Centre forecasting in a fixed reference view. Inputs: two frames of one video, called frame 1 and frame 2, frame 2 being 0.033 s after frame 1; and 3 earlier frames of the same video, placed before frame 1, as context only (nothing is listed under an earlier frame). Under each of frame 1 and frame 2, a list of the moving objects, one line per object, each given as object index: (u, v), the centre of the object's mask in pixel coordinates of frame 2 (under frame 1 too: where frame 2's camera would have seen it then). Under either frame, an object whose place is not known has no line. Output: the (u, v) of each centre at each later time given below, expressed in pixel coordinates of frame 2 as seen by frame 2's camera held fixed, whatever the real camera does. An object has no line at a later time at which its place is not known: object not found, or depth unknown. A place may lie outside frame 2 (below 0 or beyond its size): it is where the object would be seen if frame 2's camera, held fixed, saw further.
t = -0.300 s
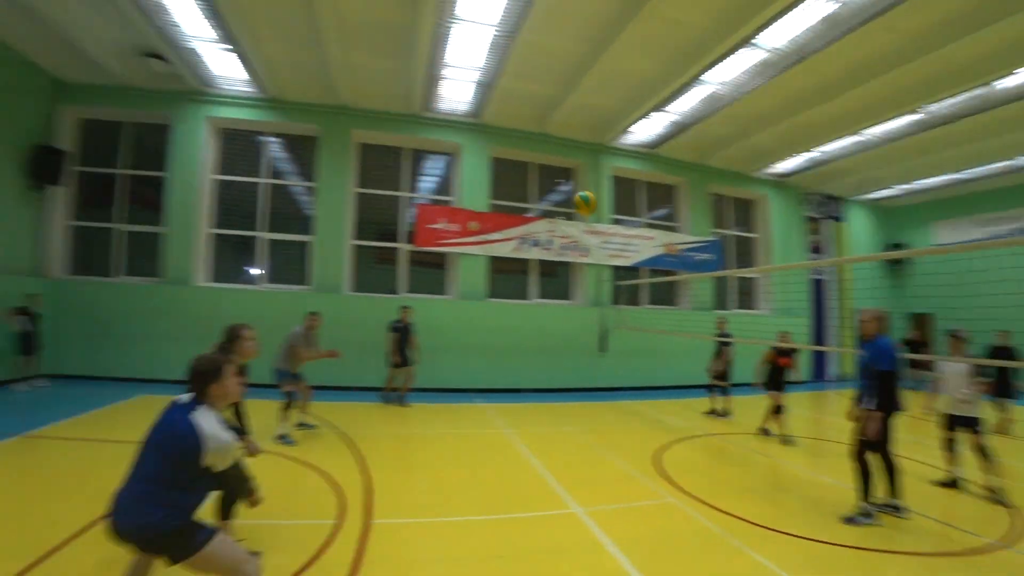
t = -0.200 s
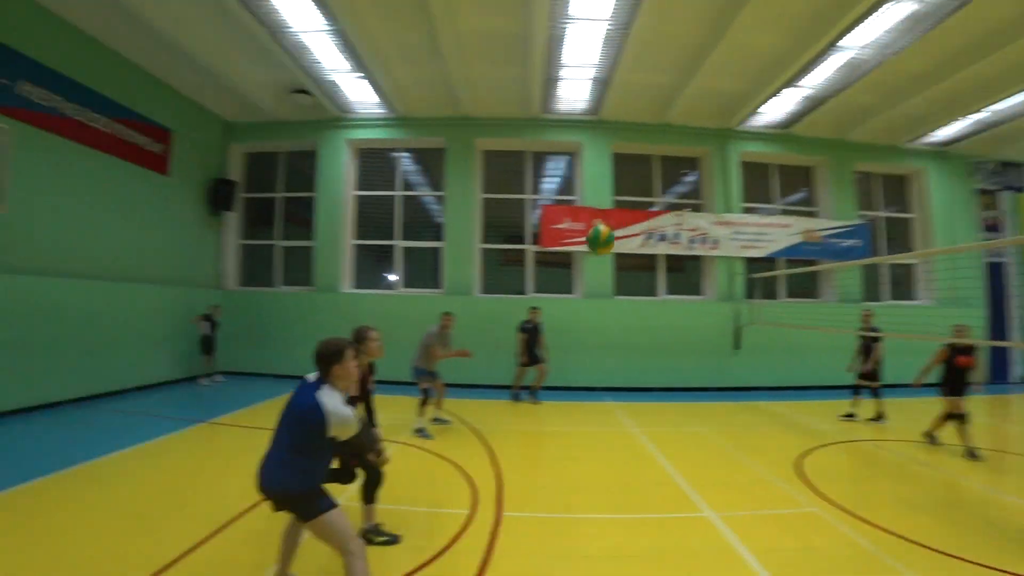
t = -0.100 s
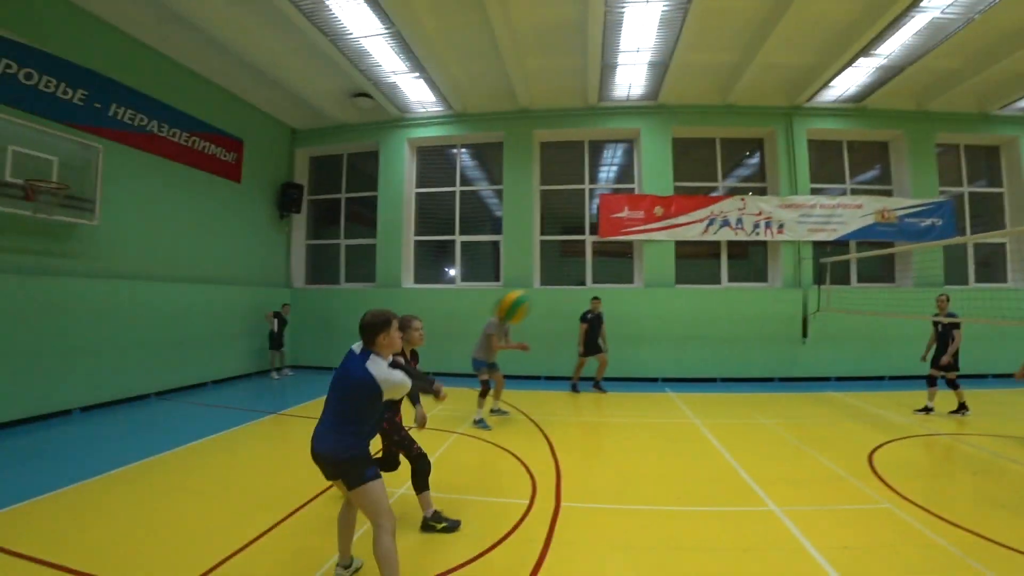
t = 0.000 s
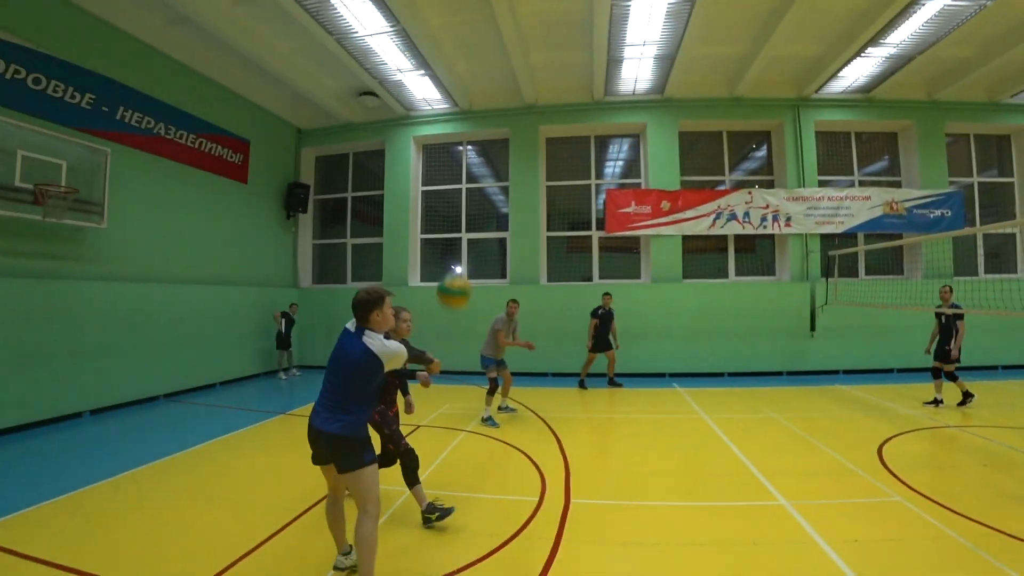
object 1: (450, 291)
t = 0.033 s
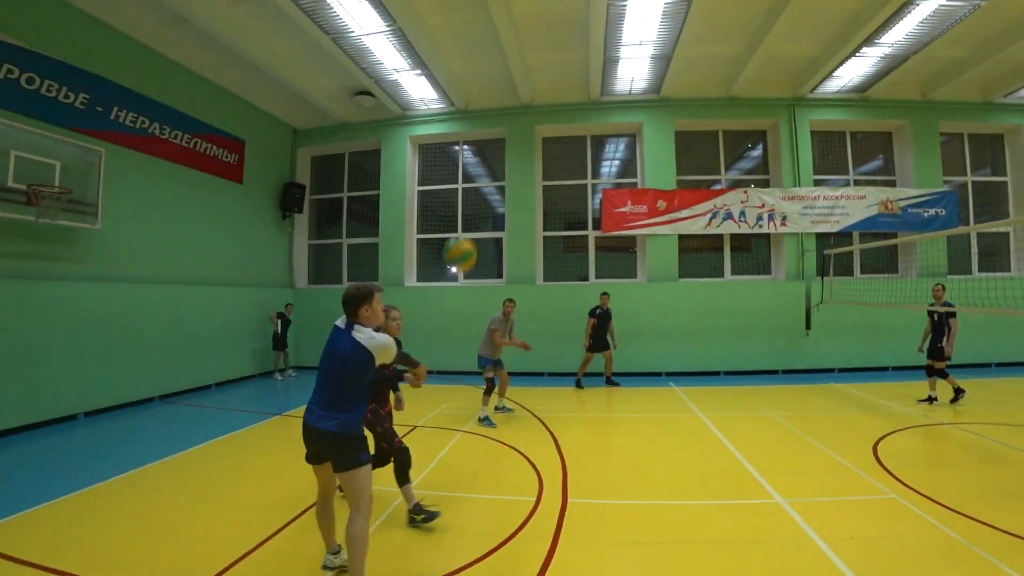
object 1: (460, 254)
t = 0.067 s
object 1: (469, 218)
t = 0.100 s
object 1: (480, 185)
